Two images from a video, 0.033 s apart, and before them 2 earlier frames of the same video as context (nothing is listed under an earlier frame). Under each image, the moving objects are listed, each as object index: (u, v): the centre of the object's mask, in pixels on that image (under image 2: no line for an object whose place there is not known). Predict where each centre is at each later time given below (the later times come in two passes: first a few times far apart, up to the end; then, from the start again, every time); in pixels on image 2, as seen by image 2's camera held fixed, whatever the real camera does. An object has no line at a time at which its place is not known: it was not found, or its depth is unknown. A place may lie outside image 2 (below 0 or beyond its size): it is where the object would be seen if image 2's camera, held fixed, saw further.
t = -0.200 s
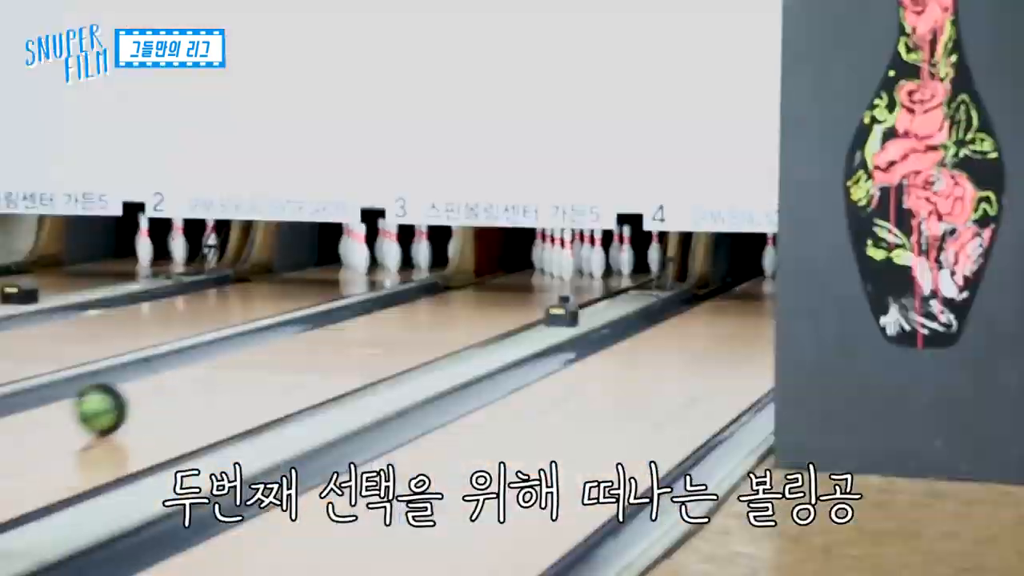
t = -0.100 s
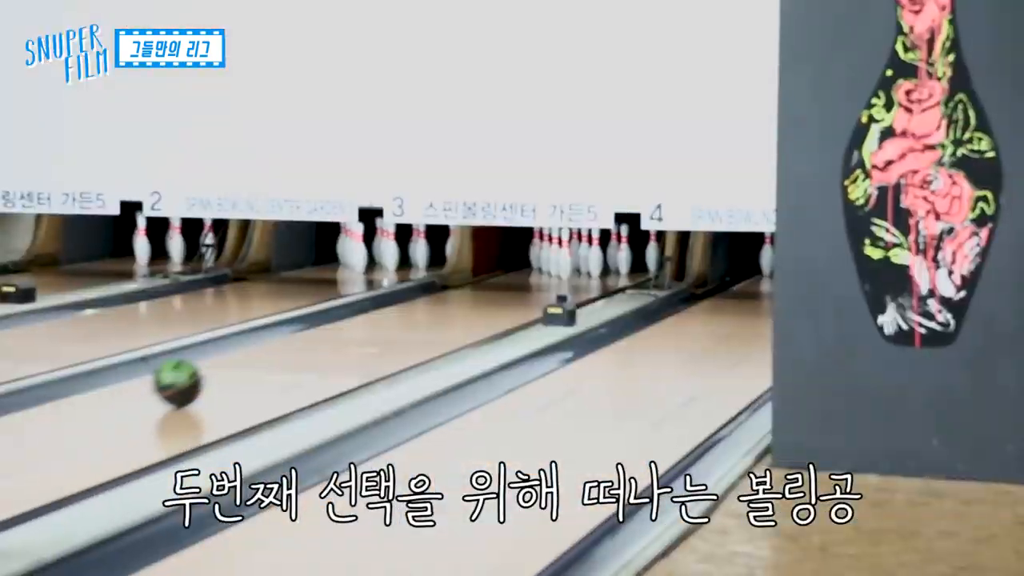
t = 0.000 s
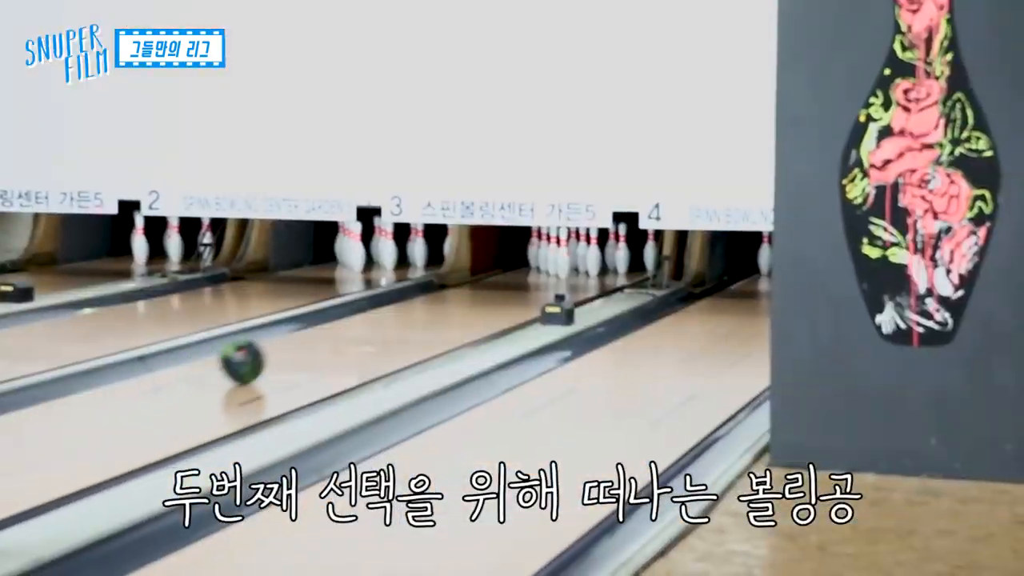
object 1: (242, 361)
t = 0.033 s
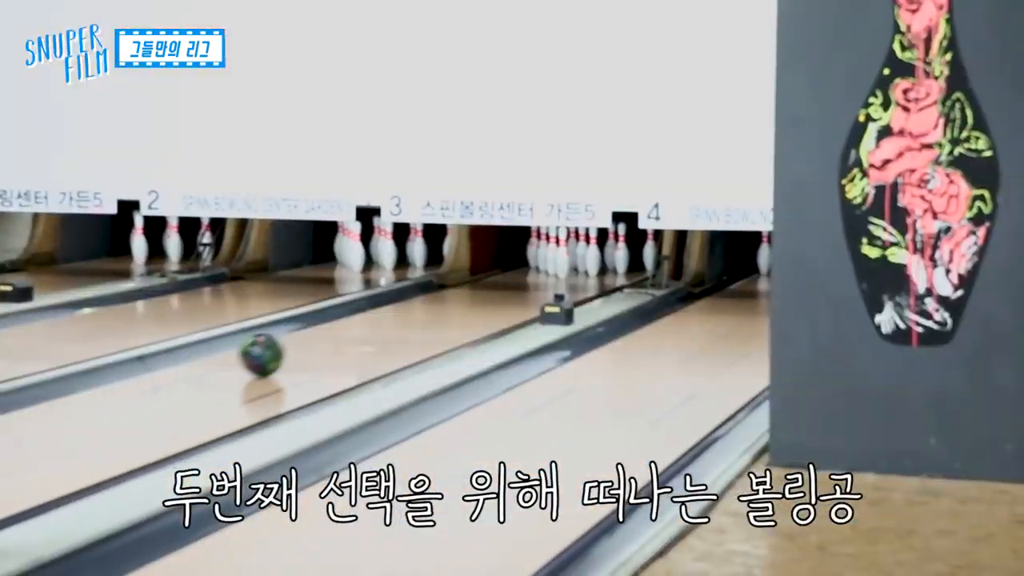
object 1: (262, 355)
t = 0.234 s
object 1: (359, 322)
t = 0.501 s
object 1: (451, 291)
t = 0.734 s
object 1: (509, 273)
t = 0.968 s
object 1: (540, 258)
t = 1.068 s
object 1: (540, 256)
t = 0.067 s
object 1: (280, 349)
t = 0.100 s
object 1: (298, 342)
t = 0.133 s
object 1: (315, 336)
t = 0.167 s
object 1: (330, 331)
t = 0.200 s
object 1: (345, 326)
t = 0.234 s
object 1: (359, 322)
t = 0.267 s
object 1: (373, 318)
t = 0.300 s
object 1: (385, 313)
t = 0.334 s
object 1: (398, 309)
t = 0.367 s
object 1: (409, 305)
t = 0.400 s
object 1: (421, 301)
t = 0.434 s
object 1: (431, 297)
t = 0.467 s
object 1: (442, 294)
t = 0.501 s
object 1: (451, 291)
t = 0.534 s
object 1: (459, 288)
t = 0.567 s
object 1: (469, 285)
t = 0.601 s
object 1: (477, 282)
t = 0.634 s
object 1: (485, 279)
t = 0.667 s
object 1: (493, 277)
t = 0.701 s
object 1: (503, 273)
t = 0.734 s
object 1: (509, 273)
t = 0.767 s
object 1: (514, 270)
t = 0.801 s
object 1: (521, 268)
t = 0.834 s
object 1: (527, 266)
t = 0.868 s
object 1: (533, 263)
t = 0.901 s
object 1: (538, 262)
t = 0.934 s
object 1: (540, 260)
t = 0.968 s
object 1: (540, 258)
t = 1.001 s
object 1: (541, 258)
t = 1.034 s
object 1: (542, 255)
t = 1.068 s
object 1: (540, 256)
